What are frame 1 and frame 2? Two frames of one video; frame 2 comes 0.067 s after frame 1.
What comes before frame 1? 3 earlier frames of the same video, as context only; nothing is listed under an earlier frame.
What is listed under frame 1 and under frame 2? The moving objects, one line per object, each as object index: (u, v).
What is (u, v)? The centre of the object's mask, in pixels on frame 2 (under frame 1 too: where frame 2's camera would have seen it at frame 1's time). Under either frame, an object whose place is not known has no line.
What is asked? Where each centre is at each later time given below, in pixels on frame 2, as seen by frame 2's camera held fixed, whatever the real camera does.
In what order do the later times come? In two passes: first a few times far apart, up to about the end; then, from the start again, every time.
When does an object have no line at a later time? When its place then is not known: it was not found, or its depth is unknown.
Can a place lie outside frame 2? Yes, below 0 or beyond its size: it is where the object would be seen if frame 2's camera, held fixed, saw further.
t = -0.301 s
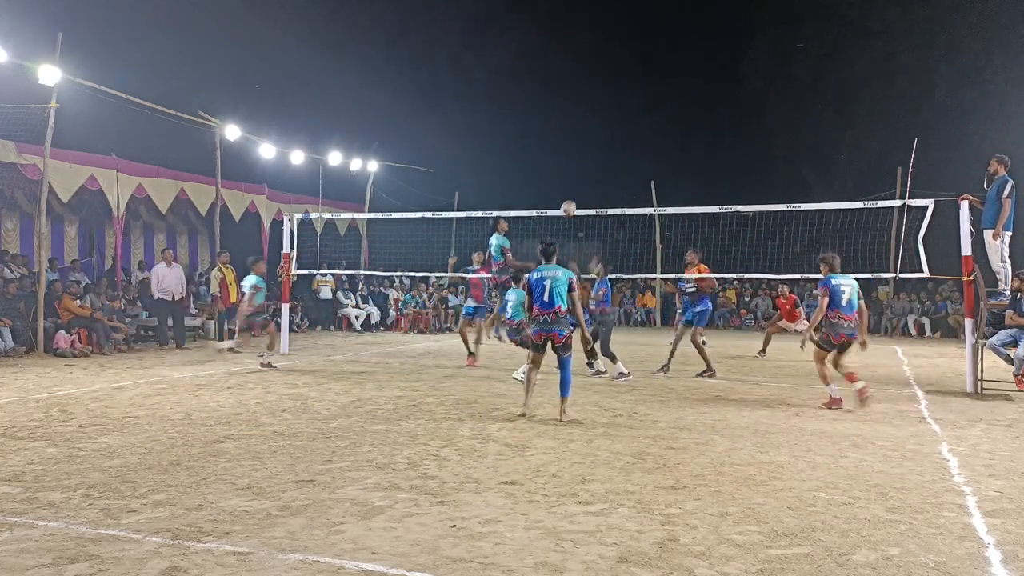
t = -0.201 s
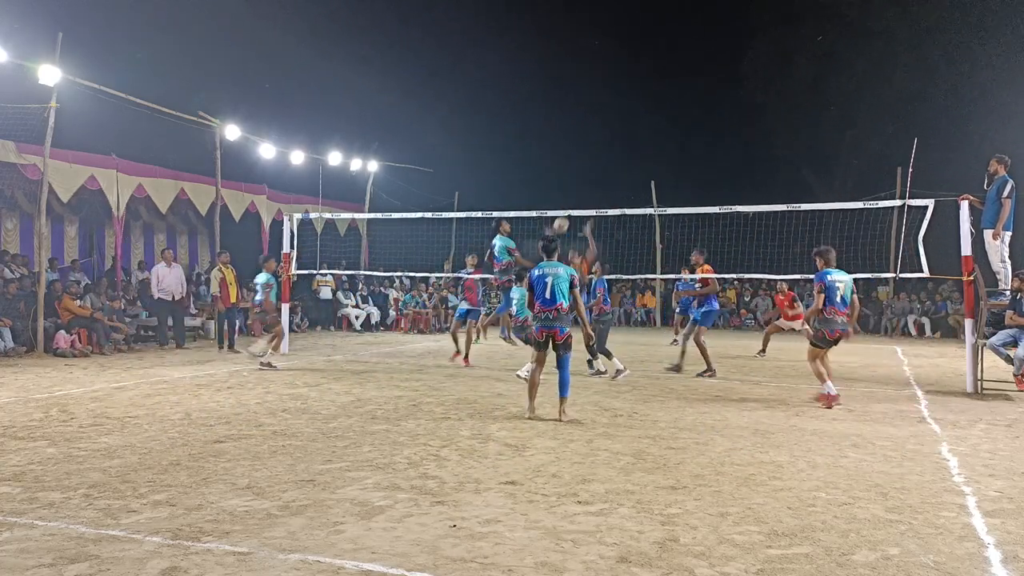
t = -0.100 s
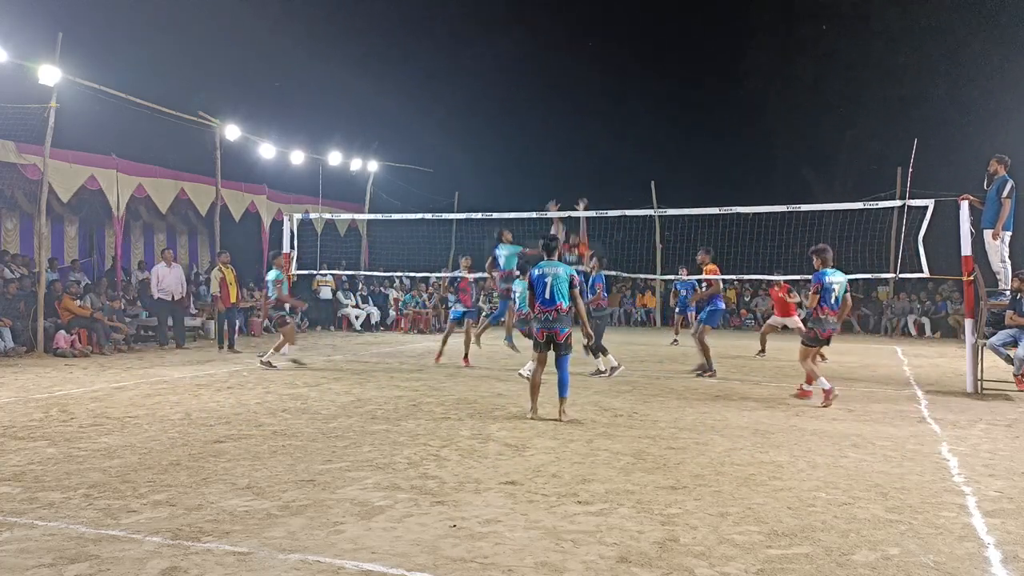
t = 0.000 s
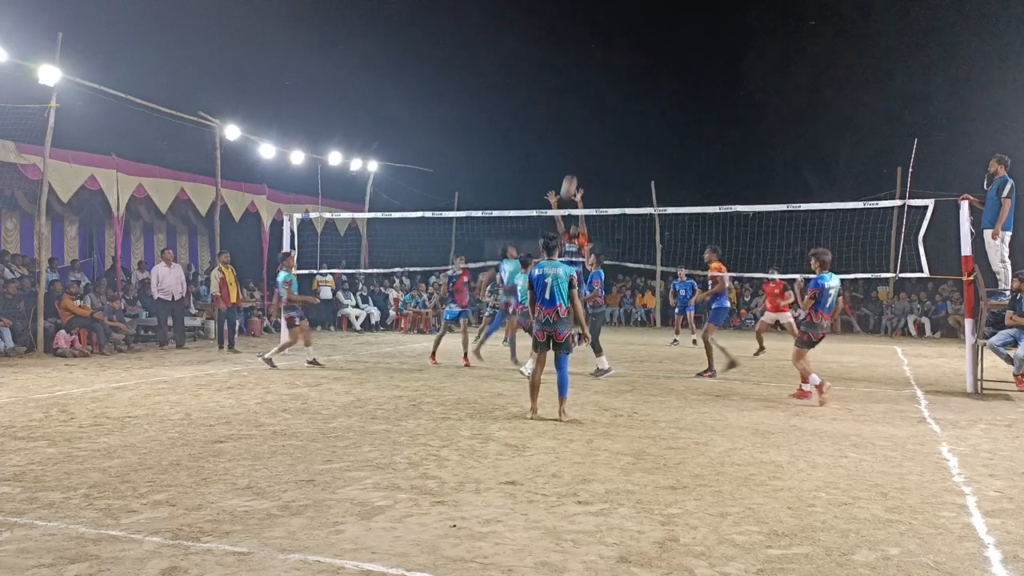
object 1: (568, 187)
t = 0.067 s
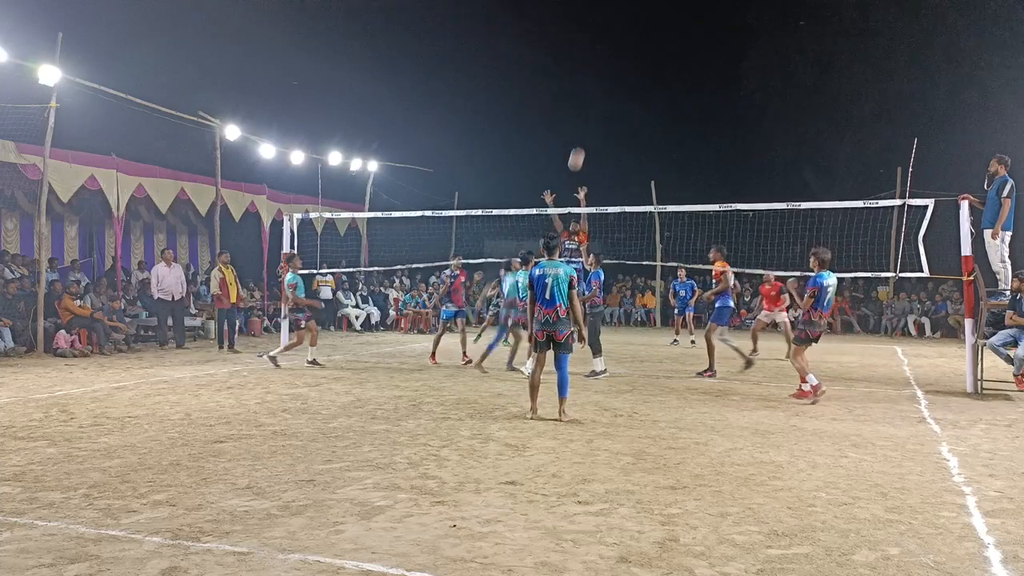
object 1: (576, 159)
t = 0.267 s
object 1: (597, 95)
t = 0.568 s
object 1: (626, 50)
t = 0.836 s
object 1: (649, 60)
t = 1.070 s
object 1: (668, 104)
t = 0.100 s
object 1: (580, 146)
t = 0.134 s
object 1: (583, 134)
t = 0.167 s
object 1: (587, 123)
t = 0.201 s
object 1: (590, 113)
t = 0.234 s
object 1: (594, 103)
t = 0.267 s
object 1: (597, 95)
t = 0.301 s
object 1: (601, 87)
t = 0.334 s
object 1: (604, 80)
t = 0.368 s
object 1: (607, 73)
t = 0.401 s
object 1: (611, 68)
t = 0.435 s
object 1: (614, 63)
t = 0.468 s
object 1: (617, 59)
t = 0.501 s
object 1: (620, 55)
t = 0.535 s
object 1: (623, 52)
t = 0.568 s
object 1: (626, 50)
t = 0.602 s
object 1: (629, 49)
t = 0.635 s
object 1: (632, 48)
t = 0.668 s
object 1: (635, 49)
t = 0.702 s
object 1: (638, 49)
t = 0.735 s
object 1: (641, 51)
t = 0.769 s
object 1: (644, 53)
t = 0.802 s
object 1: (647, 56)
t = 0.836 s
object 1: (649, 60)
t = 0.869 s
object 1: (652, 64)
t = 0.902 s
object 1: (655, 69)
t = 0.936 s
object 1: (658, 75)
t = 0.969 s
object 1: (660, 81)
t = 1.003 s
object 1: (663, 88)
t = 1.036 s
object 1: (666, 96)
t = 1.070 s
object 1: (668, 104)
